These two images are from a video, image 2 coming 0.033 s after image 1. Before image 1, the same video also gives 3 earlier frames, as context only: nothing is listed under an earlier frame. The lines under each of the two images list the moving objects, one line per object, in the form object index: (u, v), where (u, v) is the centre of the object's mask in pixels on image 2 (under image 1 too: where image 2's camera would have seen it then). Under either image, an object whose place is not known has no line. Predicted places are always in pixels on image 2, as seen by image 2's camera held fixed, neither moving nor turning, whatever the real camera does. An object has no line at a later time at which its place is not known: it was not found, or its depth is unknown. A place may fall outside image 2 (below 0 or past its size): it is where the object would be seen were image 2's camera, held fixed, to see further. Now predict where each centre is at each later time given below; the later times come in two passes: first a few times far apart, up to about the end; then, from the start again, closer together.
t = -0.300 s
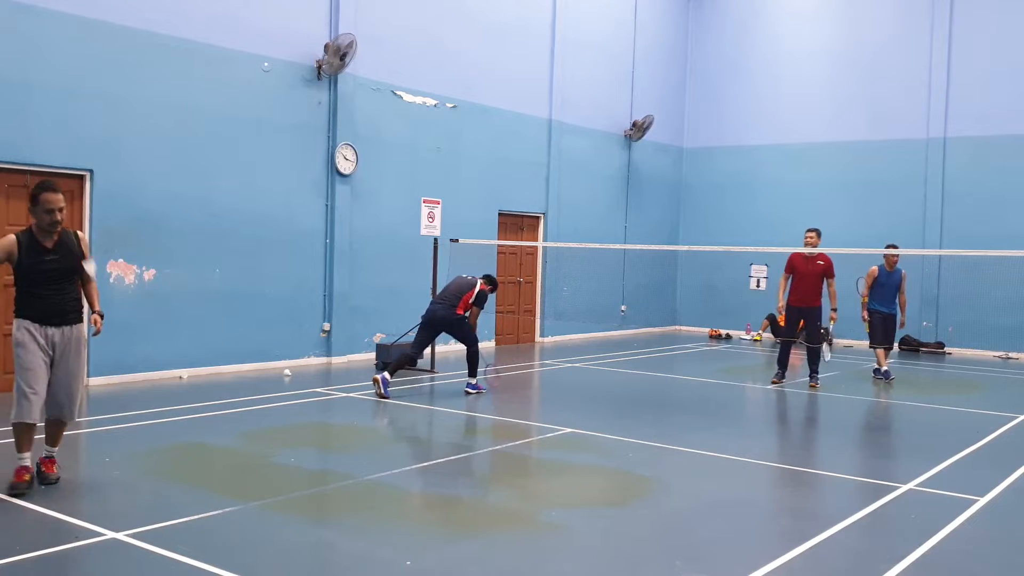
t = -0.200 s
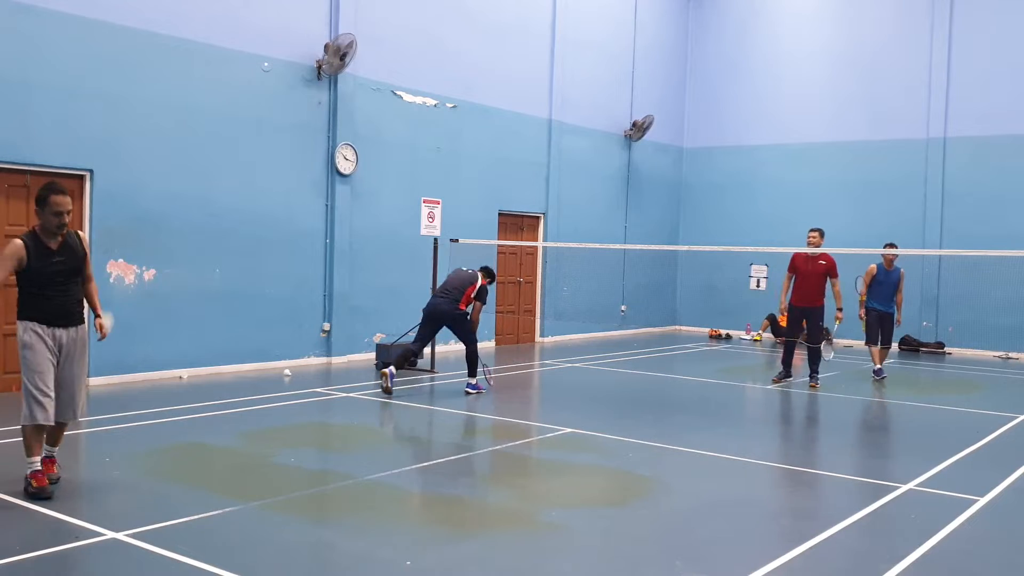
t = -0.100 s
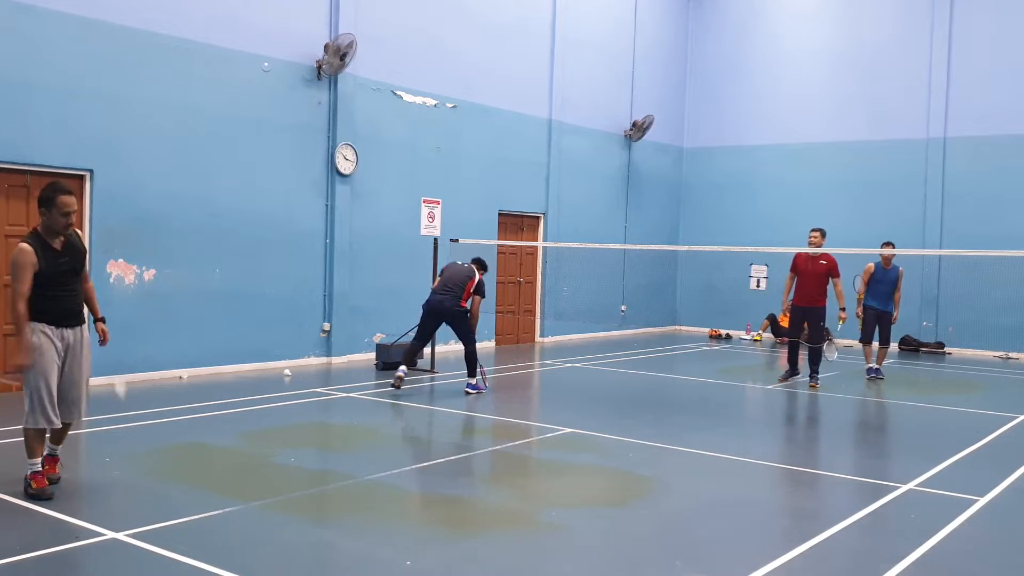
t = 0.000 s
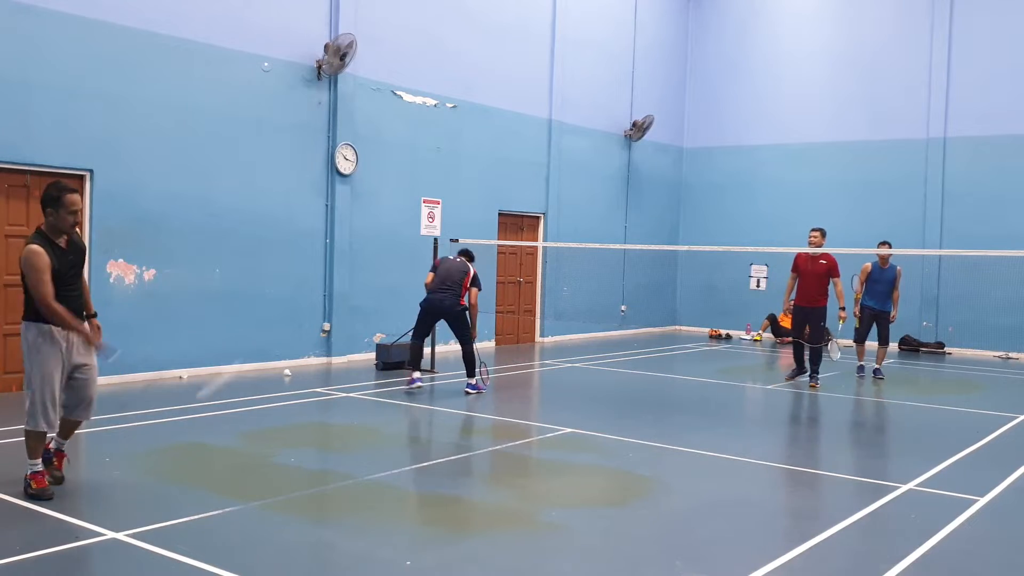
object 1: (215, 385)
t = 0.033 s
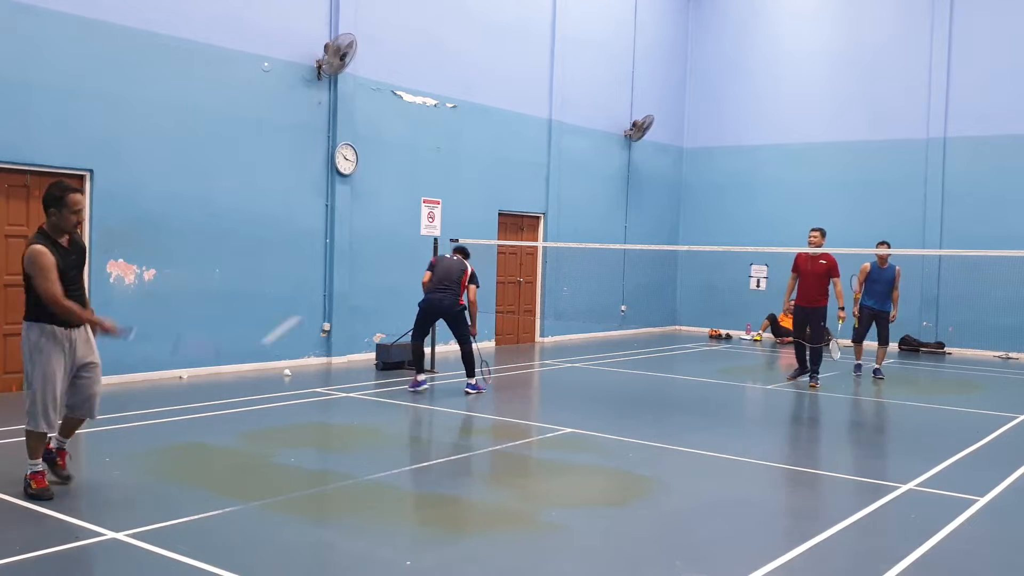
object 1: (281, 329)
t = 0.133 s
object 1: (413, 242)
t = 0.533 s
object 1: (639, 168)
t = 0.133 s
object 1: (413, 242)
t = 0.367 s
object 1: (574, 167)
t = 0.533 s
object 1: (639, 168)
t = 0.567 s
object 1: (649, 171)
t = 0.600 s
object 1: (659, 175)
